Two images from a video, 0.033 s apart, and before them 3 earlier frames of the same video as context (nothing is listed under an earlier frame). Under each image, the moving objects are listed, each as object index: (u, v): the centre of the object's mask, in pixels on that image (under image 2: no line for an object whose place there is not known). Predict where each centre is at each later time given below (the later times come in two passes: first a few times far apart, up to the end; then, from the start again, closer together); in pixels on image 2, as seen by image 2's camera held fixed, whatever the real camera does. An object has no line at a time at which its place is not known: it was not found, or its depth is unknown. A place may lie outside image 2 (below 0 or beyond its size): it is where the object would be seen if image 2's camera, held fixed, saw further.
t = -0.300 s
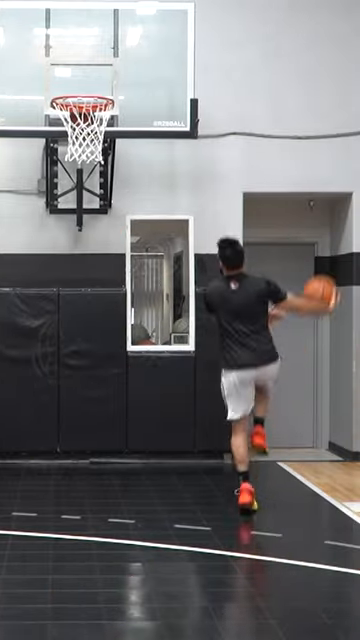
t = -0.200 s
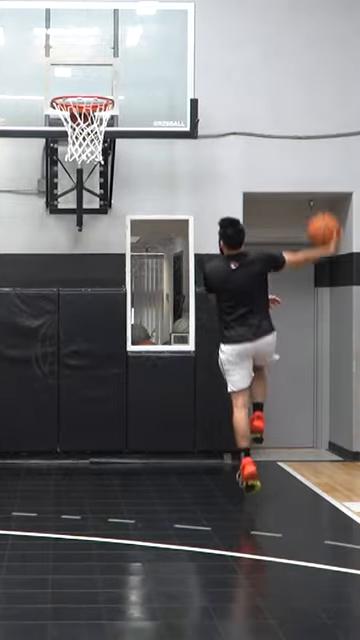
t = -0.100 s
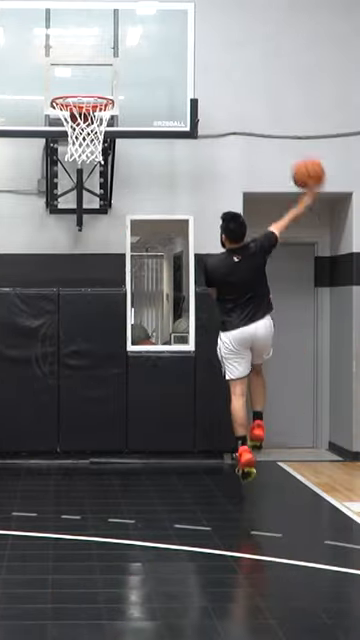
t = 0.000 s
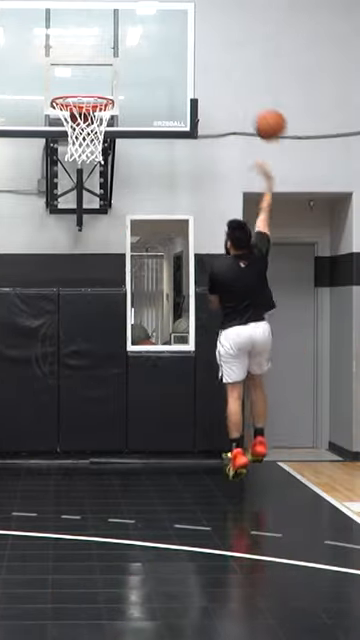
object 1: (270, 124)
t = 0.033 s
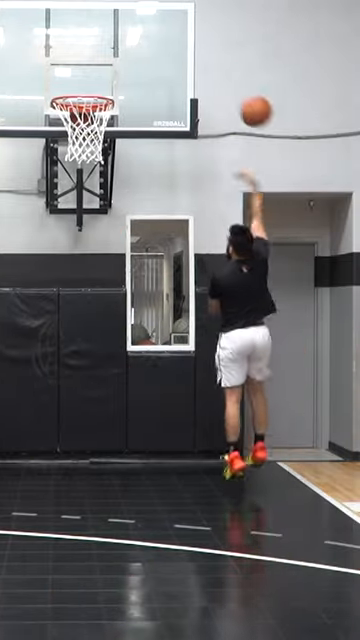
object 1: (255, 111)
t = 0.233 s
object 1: (176, 60)
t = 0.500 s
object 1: (101, 62)
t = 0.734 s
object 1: (97, 89)
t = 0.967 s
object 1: (61, 85)
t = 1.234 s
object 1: (74, 87)
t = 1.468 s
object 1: (87, 157)
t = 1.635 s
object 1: (95, 222)
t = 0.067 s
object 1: (241, 99)
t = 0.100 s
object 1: (228, 88)
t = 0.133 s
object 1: (215, 79)
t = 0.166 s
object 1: (202, 72)
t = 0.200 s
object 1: (189, 65)
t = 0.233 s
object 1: (176, 60)
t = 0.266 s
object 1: (163, 57)
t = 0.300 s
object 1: (151, 55)
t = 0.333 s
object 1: (141, 55)
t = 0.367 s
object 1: (133, 53)
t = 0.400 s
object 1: (125, 54)
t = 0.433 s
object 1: (117, 55)
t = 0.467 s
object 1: (109, 57)
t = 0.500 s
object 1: (101, 62)
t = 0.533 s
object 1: (93, 67)
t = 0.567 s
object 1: (85, 74)
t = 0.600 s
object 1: (76, 82)
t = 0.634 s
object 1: (73, 86)
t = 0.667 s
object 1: (81, 85)
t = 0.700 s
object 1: (89, 87)
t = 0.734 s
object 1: (97, 89)
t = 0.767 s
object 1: (95, 87)
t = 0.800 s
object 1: (88, 85)
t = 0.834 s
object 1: (82, 83)
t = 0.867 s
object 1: (77, 82)
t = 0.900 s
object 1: (71, 82)
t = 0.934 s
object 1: (65, 84)
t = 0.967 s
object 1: (61, 85)
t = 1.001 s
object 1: (62, 82)
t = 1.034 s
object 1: (64, 80)
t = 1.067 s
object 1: (66, 79)
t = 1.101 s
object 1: (67, 79)
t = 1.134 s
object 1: (69, 80)
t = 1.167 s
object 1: (71, 82)
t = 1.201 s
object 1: (73, 84)
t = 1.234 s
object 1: (74, 87)
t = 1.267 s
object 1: (77, 92)
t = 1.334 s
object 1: (79, 115)
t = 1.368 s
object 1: (82, 127)
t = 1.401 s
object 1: (84, 136)
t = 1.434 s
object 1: (85, 143)
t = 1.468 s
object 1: (87, 157)
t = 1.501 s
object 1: (89, 167)
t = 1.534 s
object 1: (90, 177)
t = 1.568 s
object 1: (92, 191)
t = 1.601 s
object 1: (93, 206)
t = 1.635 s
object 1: (95, 222)
